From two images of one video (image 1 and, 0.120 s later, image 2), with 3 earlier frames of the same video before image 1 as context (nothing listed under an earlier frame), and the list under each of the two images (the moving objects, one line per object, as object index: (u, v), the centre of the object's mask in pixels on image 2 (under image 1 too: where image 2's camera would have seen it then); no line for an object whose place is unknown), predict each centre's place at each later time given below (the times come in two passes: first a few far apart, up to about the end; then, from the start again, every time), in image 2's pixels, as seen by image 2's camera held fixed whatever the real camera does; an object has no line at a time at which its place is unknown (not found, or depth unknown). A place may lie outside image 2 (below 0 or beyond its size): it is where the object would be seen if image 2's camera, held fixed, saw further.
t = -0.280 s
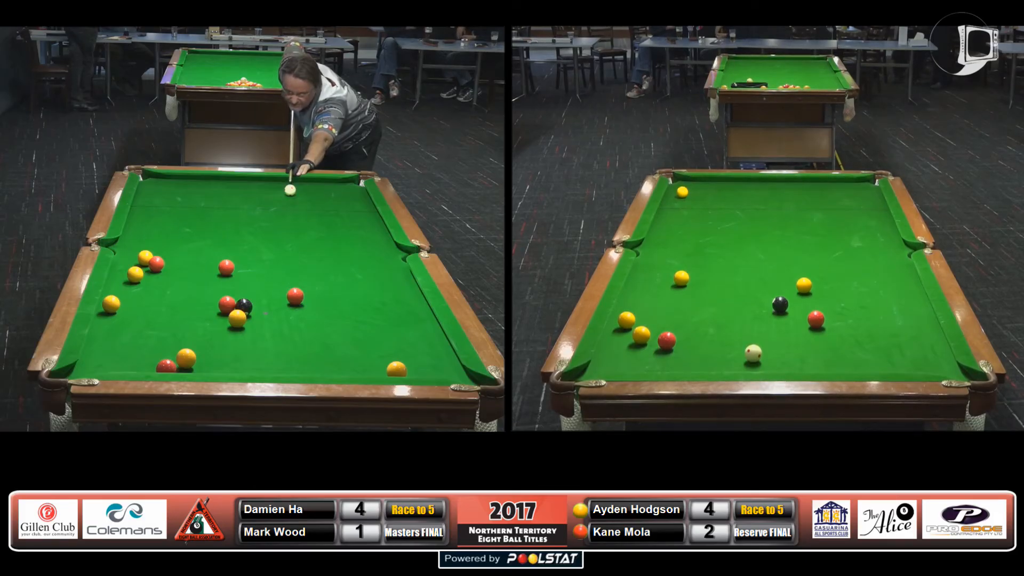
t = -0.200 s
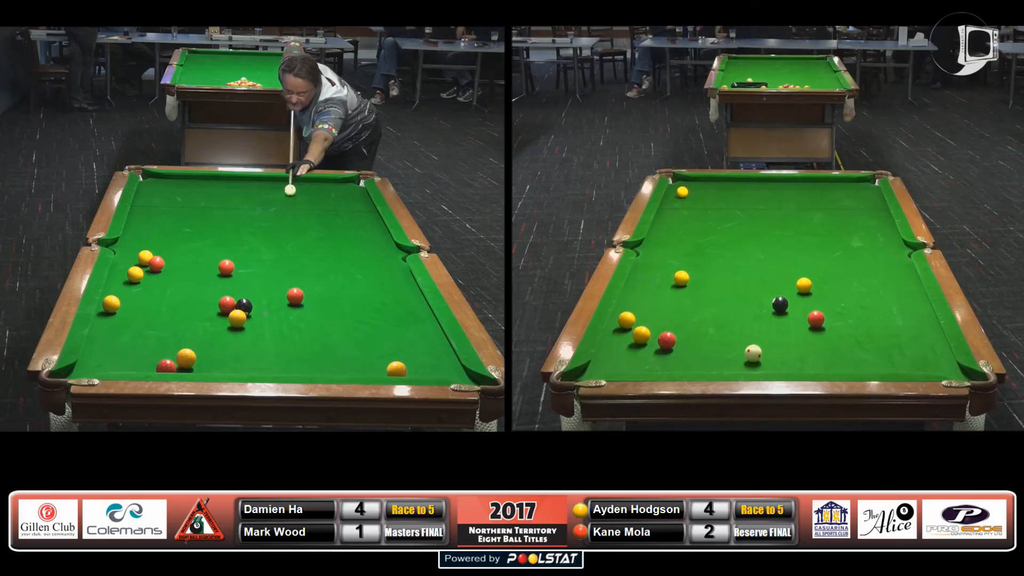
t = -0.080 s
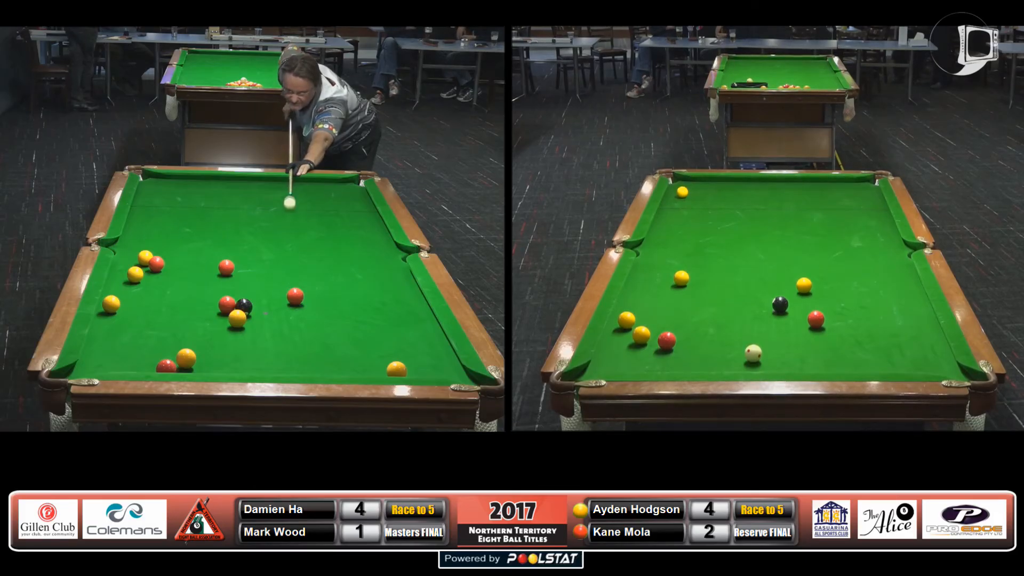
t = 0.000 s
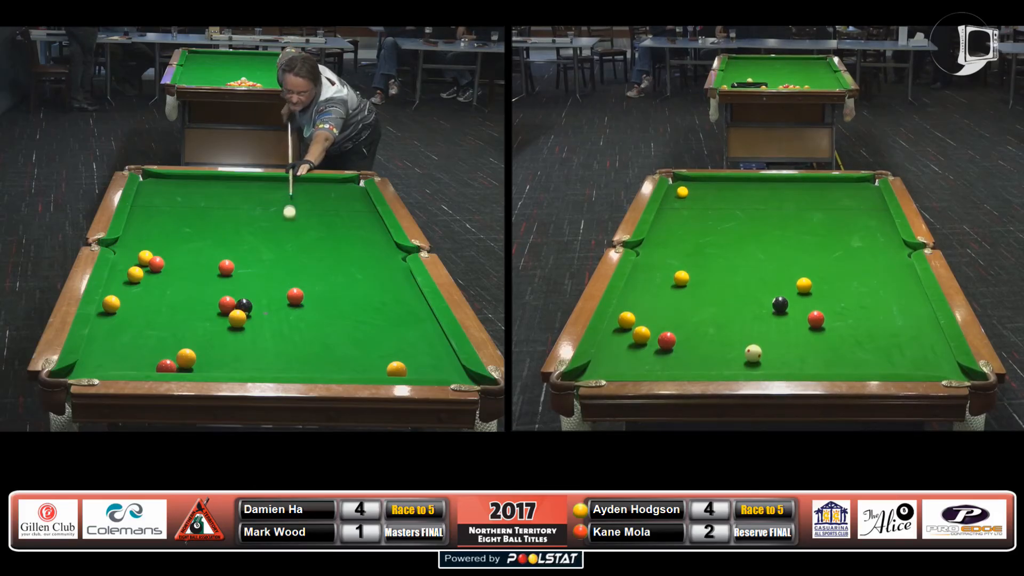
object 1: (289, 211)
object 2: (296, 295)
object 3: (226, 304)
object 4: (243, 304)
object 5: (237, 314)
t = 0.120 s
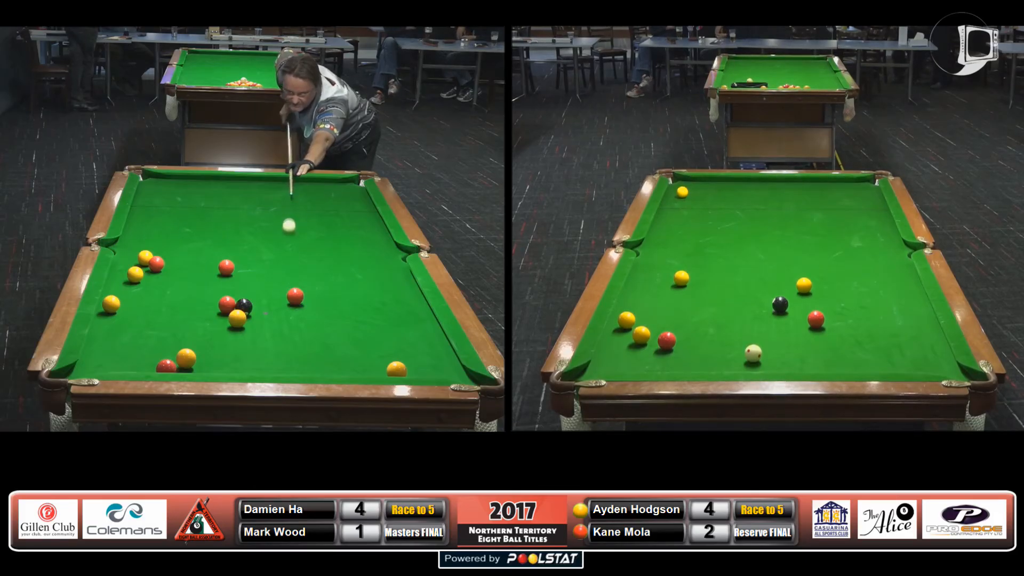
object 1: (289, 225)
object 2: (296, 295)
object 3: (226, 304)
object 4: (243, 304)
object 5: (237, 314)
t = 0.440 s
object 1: (287, 267)
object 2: (296, 295)
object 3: (226, 304)
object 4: (243, 304)
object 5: (237, 314)
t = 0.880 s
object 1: (241, 298)
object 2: (337, 324)
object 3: (226, 304)
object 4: (242, 308)
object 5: (236, 314)
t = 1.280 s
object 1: (214, 294)
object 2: (389, 360)
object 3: (217, 307)
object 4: (234, 313)
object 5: (232, 325)
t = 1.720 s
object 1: (193, 290)
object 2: (408, 356)
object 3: (213, 308)
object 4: (231, 315)
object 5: (227, 333)
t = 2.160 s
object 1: (176, 287)
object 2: (420, 350)
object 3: (213, 308)
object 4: (231, 315)
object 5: (224, 339)
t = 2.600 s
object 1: (166, 285)
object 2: (428, 345)
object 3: (213, 308)
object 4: (231, 315)
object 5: (222, 343)
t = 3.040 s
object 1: (162, 284)
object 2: (431, 344)
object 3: (213, 308)
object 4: (231, 315)
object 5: (222, 343)
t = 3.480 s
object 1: (163, 284)
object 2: (432, 344)
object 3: (213, 308)
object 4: (231, 315)
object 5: (222, 343)
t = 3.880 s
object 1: (163, 284)
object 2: (432, 344)
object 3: (213, 308)
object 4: (231, 315)
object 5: (222, 343)
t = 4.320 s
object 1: (163, 284)
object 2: (432, 344)
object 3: (213, 308)
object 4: (231, 315)
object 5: (222, 343)
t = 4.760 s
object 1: (163, 284)
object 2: (432, 344)
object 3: (213, 308)
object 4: (230, 316)
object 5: (222, 343)
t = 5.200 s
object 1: (162, 284)
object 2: (432, 344)
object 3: (213, 308)
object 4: (230, 316)
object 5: (222, 343)
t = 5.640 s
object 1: (163, 284)
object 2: (432, 344)
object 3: (213, 308)
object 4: (230, 316)
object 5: (222, 343)
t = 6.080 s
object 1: (163, 284)
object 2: (432, 344)
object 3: (213, 308)
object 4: (230, 316)
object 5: (222, 344)
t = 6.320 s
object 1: (163, 284)
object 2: (432, 344)
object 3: (213, 308)
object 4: (230, 316)
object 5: (222, 344)
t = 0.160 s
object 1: (289, 230)
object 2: (296, 295)
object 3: (226, 304)
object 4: (243, 304)
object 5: (237, 314)
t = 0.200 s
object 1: (289, 234)
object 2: (296, 295)
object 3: (226, 304)
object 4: (243, 304)
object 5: (237, 314)
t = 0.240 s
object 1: (288, 239)
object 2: (296, 295)
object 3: (226, 304)
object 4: (243, 304)
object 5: (237, 314)
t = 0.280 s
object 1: (288, 245)
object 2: (296, 295)
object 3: (226, 304)
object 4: (243, 304)
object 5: (237, 314)
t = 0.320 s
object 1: (288, 250)
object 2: (296, 295)
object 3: (226, 304)
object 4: (243, 304)
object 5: (237, 314)
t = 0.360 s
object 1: (288, 256)
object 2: (296, 295)
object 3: (226, 304)
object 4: (243, 304)
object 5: (237, 314)
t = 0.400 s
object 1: (288, 261)
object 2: (296, 295)
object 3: (226, 304)
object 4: (243, 304)
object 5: (237, 314)
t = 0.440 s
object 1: (287, 267)
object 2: (296, 295)
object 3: (226, 304)
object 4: (243, 304)
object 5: (237, 314)
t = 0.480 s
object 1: (287, 273)
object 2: (296, 295)
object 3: (226, 304)
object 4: (243, 304)
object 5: (237, 314)
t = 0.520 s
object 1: (287, 280)
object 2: (296, 295)
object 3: (226, 304)
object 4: (243, 304)
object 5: (237, 314)
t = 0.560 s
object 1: (286, 285)
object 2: (296, 295)
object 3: (226, 304)
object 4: (243, 304)
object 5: (237, 314)
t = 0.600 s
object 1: (283, 291)
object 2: (299, 297)
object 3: (226, 304)
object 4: (243, 304)
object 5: (237, 314)
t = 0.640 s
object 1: (275, 293)
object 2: (306, 302)
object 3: (226, 304)
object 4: (243, 304)
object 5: (237, 314)
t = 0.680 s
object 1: (268, 294)
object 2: (311, 306)
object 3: (226, 304)
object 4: (244, 305)
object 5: (237, 314)
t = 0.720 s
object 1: (261, 297)
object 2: (317, 309)
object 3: (226, 304)
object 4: (243, 304)
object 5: (237, 314)
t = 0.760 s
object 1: (256, 298)
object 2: (322, 313)
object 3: (226, 304)
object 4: (244, 305)
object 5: (236, 314)
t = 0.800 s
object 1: (250, 298)
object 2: (327, 317)
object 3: (226, 304)
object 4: (244, 305)
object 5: (236, 314)
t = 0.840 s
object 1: (246, 298)
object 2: (332, 320)
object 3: (226, 304)
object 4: (243, 306)
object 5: (236, 315)
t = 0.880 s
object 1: (241, 298)
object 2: (337, 324)
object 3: (226, 304)
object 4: (242, 308)
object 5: (236, 314)
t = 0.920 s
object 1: (238, 297)
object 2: (342, 327)
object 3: (225, 305)
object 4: (241, 308)
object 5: (236, 315)
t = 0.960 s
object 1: (235, 297)
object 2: (347, 331)
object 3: (224, 305)
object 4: (240, 309)
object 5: (236, 316)
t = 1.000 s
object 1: (233, 297)
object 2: (353, 335)
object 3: (223, 305)
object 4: (239, 310)
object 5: (235, 318)
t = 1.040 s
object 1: (230, 296)
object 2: (358, 339)
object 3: (222, 305)
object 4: (237, 310)
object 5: (235, 319)
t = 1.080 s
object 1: (227, 295)
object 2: (364, 343)
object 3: (221, 306)
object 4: (237, 311)
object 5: (234, 320)
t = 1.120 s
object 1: (225, 294)
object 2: (369, 347)
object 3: (221, 306)
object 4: (236, 311)
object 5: (234, 321)
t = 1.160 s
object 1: (222, 294)
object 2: (374, 351)
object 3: (220, 306)
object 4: (236, 312)
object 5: (233, 322)
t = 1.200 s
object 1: (219, 294)
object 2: (380, 355)
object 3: (219, 306)
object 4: (235, 312)
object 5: (233, 323)
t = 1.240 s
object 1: (217, 294)
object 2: (385, 358)
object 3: (218, 307)
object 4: (235, 313)
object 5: (233, 324)
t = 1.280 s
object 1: (214, 294)
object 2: (389, 360)
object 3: (217, 307)
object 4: (234, 313)
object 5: (232, 325)
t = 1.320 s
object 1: (212, 293)
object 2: (391, 362)
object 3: (217, 307)
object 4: (234, 314)
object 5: (232, 326)
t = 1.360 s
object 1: (210, 293)
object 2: (393, 361)
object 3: (216, 307)
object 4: (234, 314)
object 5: (231, 327)
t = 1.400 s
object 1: (208, 293)
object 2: (396, 361)
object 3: (216, 307)
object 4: (233, 315)
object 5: (231, 327)
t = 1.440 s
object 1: (206, 292)
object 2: (397, 360)
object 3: (215, 307)
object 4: (233, 315)
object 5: (230, 328)
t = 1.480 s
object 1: (204, 292)
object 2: (399, 359)
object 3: (215, 308)
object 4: (233, 315)
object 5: (229, 329)
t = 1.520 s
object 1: (202, 292)
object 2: (401, 359)
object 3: (214, 308)
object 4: (232, 316)
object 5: (229, 330)
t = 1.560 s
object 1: (200, 291)
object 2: (402, 358)
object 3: (214, 308)
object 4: (232, 316)
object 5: (229, 330)
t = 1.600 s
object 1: (198, 291)
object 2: (404, 357)
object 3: (214, 308)
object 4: (232, 316)
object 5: (228, 331)
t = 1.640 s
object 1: (196, 291)
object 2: (405, 357)
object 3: (214, 308)
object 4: (231, 316)
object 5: (228, 332)
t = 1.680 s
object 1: (194, 290)
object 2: (407, 357)
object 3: (213, 308)
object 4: (231, 316)
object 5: (227, 332)
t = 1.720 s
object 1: (193, 290)
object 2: (408, 356)
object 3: (213, 308)
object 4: (231, 315)
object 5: (227, 333)
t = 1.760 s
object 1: (191, 290)
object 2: (410, 355)
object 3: (213, 308)
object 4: (231, 315)
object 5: (226, 334)
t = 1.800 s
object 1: (189, 289)
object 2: (411, 355)
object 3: (213, 308)
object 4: (230, 315)
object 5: (226, 335)
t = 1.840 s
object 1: (187, 289)
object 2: (412, 354)
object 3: (213, 308)
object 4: (230, 315)
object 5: (226, 336)
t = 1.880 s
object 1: (186, 289)
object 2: (413, 354)
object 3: (213, 308)
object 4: (230, 316)
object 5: (225, 336)
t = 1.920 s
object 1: (184, 288)
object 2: (414, 353)
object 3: (213, 308)
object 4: (230, 315)
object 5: (225, 336)
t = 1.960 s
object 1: (183, 288)
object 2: (416, 353)
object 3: (213, 308)
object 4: (230, 316)
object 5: (225, 337)
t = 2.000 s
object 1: (182, 288)
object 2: (417, 352)
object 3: (213, 308)
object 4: (231, 316)
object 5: (224, 337)
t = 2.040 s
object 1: (180, 288)
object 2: (418, 352)
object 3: (213, 308)
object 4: (230, 316)
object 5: (224, 338)
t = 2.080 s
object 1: (179, 287)
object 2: (419, 351)
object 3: (213, 308)
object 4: (231, 315)
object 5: (224, 338)
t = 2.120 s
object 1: (178, 287)
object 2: (420, 350)
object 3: (213, 308)
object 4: (231, 315)
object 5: (224, 339)
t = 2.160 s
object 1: (176, 287)
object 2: (420, 350)
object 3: (213, 308)
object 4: (231, 315)
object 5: (224, 339)
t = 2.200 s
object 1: (175, 287)
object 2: (421, 349)
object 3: (213, 308)
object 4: (231, 315)
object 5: (223, 339)
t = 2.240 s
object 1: (174, 286)
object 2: (422, 349)
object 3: (213, 308)
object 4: (231, 315)
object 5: (223, 340)
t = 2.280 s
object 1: (173, 286)
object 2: (423, 348)
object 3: (213, 308)
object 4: (231, 315)
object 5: (223, 340)
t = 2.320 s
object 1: (172, 286)
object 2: (424, 348)
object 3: (213, 308)
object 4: (231, 315)
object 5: (223, 341)
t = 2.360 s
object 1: (171, 286)
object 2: (424, 348)
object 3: (213, 308)
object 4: (231, 315)
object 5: (222, 341)
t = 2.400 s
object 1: (170, 286)
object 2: (425, 347)
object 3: (213, 308)
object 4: (231, 315)
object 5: (222, 342)
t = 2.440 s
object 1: (169, 285)
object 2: (426, 347)
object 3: (213, 308)
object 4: (231, 315)
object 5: (222, 342)
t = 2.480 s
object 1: (168, 285)
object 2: (426, 346)
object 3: (213, 308)
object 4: (231, 315)
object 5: (222, 342)
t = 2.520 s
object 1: (168, 285)
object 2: (427, 346)
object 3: (213, 308)
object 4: (231, 315)
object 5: (222, 342)
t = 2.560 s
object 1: (167, 285)
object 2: (428, 346)
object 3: (213, 308)
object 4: (231, 315)
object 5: (222, 343)
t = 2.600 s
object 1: (166, 285)
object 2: (428, 345)
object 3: (213, 308)
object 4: (231, 315)
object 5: (222, 343)
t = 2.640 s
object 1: (166, 285)
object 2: (429, 345)
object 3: (213, 308)
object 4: (231, 315)
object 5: (222, 343)
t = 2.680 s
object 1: (165, 285)
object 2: (429, 345)
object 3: (213, 308)
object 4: (231, 315)
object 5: (222, 343)
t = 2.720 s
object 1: (165, 284)
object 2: (429, 345)
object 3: (213, 308)
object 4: (231, 315)
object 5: (222, 343)
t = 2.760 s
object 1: (164, 284)
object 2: (430, 344)
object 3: (213, 308)
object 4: (231, 315)
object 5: (222, 343)
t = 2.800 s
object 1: (164, 284)
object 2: (430, 344)
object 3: (213, 308)
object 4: (231, 315)
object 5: (222, 343)
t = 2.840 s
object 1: (164, 284)
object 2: (431, 344)
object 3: (213, 308)
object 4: (231, 315)
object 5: (222, 343)
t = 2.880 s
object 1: (163, 284)
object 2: (431, 344)
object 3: (213, 308)
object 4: (231, 315)
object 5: (222, 343)
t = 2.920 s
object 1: (163, 284)
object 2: (431, 344)
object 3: (213, 308)
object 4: (231, 315)
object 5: (222, 343)
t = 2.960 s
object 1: (163, 284)
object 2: (431, 344)
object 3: (213, 308)
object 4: (231, 315)
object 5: (222, 343)
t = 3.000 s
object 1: (162, 284)
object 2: (431, 344)
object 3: (213, 308)
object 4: (231, 315)
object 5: (222, 343)
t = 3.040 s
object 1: (162, 284)
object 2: (431, 344)
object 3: (213, 308)
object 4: (231, 315)
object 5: (222, 343)
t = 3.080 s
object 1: (162, 285)
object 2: (431, 344)
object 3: (213, 308)
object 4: (231, 315)
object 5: (222, 343)
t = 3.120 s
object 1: (162, 284)
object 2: (431, 344)
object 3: (213, 308)
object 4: (231, 315)
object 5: (222, 343)
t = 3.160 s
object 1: (162, 284)
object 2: (432, 344)
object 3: (213, 308)
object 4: (231, 315)
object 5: (222, 343)
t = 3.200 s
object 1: (162, 285)
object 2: (432, 344)
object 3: (213, 308)
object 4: (231, 315)
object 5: (222, 343)
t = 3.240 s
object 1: (162, 285)
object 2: (432, 344)
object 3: (213, 308)
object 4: (231, 315)
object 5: (222, 343)
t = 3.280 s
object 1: (162, 284)
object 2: (432, 344)
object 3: (213, 308)
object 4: (231, 315)
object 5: (222, 343)
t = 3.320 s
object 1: (162, 284)
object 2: (432, 344)
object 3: (213, 308)
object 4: (231, 316)
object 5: (222, 343)
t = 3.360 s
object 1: (162, 284)
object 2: (432, 344)
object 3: (213, 308)
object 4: (231, 316)
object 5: (222, 343)
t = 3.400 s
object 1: (162, 284)
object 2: (432, 344)
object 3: (213, 308)
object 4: (231, 315)
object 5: (222, 343)
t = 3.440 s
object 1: (163, 284)
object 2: (432, 344)
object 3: (213, 308)
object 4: (231, 315)
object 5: (222, 343)
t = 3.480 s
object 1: (163, 284)
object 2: (432, 344)
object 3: (213, 308)
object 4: (231, 315)
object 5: (222, 343)
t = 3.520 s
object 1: (163, 284)
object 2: (432, 344)
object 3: (213, 308)
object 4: (231, 315)
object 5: (222, 343)
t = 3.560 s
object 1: (163, 284)
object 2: (432, 344)
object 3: (213, 308)
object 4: (231, 315)
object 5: (222, 343)
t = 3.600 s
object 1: (163, 284)
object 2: (432, 344)
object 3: (213, 308)
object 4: (231, 315)
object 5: (222, 343)
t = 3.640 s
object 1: (163, 284)
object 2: (432, 344)
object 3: (213, 308)
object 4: (231, 315)
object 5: (222, 343)
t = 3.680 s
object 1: (163, 284)
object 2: (432, 344)
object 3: (213, 308)
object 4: (231, 315)
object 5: (222, 343)
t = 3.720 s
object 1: (163, 284)
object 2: (432, 344)
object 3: (213, 308)
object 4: (231, 315)
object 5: (222, 343)
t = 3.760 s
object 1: (163, 284)
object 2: (432, 344)
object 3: (213, 308)
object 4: (231, 315)
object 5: (222, 343)
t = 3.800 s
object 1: (163, 284)
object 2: (432, 344)
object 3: (213, 308)
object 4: (231, 315)
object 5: (222, 343)
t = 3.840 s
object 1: (163, 284)
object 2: (432, 344)
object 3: (213, 308)
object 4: (231, 315)
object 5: (222, 343)
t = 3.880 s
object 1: (163, 284)
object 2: (432, 344)
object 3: (213, 308)
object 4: (231, 315)
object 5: (222, 343)
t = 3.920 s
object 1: (163, 284)
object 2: (432, 344)
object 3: (213, 308)
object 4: (231, 315)
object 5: (222, 343)
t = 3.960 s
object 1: (163, 284)
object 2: (432, 344)
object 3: (213, 308)
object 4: (231, 315)
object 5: (222, 343)
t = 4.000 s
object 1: (163, 284)
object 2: (432, 344)
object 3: (213, 308)
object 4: (231, 315)
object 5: (222, 343)
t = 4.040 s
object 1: (163, 284)
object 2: (432, 344)
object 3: (213, 308)
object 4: (231, 315)
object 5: (222, 343)
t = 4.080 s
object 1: (163, 284)
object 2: (432, 344)
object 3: (213, 308)
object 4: (231, 315)
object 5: (222, 343)
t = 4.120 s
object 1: (163, 284)
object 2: (432, 344)
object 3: (213, 308)
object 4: (231, 315)
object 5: (222, 343)
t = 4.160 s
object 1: (163, 284)
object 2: (432, 344)
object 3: (213, 308)
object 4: (231, 315)
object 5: (222, 343)
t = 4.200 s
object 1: (163, 284)
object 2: (432, 344)
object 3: (213, 308)
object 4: (231, 315)
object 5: (222, 343)
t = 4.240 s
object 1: (163, 284)
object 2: (432, 344)
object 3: (213, 308)
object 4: (231, 315)
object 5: (222, 343)
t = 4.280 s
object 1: (162, 284)
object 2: (432, 344)
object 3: (213, 308)
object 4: (231, 315)
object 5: (222, 343)
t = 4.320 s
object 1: (163, 284)
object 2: (432, 344)
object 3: (213, 308)
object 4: (231, 315)
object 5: (222, 343)
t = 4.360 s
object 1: (163, 284)
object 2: (432, 344)
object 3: (213, 308)
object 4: (231, 315)
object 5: (222, 343)
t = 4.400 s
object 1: (163, 284)
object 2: (432, 344)
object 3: (213, 308)
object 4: (231, 315)
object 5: (222, 343)
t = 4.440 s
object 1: (163, 284)
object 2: (432, 344)
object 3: (213, 308)
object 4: (231, 315)
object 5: (222, 343)
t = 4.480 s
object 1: (163, 284)
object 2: (432, 344)
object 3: (213, 308)
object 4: (231, 315)
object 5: (222, 343)
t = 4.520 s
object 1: (163, 284)
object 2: (432, 344)
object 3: (213, 308)
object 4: (231, 316)
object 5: (222, 343)
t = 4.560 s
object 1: (163, 284)
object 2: (432, 344)
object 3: (213, 308)
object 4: (231, 316)
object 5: (222, 343)
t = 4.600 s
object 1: (163, 284)
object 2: (432, 344)
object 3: (213, 308)
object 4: (231, 316)
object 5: (222, 343)
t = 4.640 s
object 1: (163, 284)
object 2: (432, 344)
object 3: (213, 308)
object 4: (231, 316)
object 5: (222, 343)
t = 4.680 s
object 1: (163, 284)
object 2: (432, 344)
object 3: (213, 308)
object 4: (230, 316)
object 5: (222, 343)
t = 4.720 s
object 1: (163, 284)
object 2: (432, 344)
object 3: (213, 308)
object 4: (231, 316)
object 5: (222, 343)
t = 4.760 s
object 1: (163, 284)
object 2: (432, 344)
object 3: (213, 308)
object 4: (230, 316)
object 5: (222, 343)
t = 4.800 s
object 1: (162, 284)
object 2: (432, 344)
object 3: (213, 308)
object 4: (230, 316)
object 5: (222, 343)
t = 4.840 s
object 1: (163, 284)
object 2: (432, 344)
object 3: (213, 308)
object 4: (230, 316)
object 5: (222, 343)
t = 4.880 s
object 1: (162, 284)
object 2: (432, 344)
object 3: (213, 308)
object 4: (230, 316)
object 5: (222, 343)
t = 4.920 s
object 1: (163, 284)
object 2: (432, 344)
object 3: (213, 308)
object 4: (230, 316)
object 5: (222, 343)
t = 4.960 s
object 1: (163, 284)
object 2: (432, 344)
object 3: (213, 308)
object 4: (230, 316)
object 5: (222, 343)
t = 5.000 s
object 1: (163, 284)
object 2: (432, 344)
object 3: (213, 308)
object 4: (230, 316)
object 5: (222, 343)
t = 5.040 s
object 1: (162, 285)
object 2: (432, 344)
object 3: (213, 308)
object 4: (230, 316)
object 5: (222, 343)
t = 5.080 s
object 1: (163, 284)
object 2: (432, 344)
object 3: (213, 308)
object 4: (230, 316)
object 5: (222, 343)
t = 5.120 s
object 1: (162, 285)
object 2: (432, 344)
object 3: (213, 308)
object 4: (230, 316)
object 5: (222, 343)
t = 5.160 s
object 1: (163, 284)
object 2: (432, 344)
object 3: (213, 308)
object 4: (230, 316)
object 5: (222, 343)
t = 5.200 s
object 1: (162, 284)
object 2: (432, 344)
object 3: (213, 308)
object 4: (230, 316)
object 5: (222, 343)
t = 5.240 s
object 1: (163, 284)
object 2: (432, 344)
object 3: (213, 308)
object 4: (230, 316)
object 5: (222, 343)
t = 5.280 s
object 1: (162, 285)
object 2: (432, 344)
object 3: (213, 308)
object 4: (230, 316)
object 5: (222, 343)
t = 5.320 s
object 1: (163, 284)
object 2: (432, 344)
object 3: (213, 308)
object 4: (230, 316)
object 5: (222, 343)
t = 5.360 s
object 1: (163, 284)
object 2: (432, 344)
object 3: (213, 308)
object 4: (230, 316)
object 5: (222, 344)
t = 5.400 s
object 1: (163, 284)
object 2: (432, 344)
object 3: (213, 308)
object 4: (230, 316)
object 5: (222, 343)
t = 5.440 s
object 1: (163, 284)
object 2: (432, 344)
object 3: (213, 308)
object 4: (230, 316)
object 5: (222, 343)
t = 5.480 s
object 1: (163, 284)
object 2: (432, 344)
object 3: (213, 308)
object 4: (230, 316)
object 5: (222, 343)
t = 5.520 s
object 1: (163, 284)
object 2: (432, 344)
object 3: (213, 308)
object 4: (230, 316)
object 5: (222, 343)
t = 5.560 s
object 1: (163, 284)
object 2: (432, 344)
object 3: (213, 308)
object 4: (230, 316)
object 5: (222, 343)
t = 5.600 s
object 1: (163, 284)
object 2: (432, 344)
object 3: (213, 308)
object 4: (230, 316)
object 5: (222, 343)
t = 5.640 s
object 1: (163, 284)
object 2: (432, 344)
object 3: (213, 308)
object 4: (230, 316)
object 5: (222, 343)
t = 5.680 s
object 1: (163, 284)
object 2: (432, 344)
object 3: (213, 308)
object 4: (230, 316)
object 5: (222, 343)
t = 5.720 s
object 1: (163, 284)
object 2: (432, 344)
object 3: (213, 308)
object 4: (230, 316)
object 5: (222, 343)
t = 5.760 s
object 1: (163, 284)
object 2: (432, 344)
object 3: (213, 308)
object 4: (230, 316)
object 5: (222, 343)
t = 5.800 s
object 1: (163, 284)
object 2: (432, 344)
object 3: (213, 308)
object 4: (230, 316)
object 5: (222, 343)
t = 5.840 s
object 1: (163, 284)
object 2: (432, 344)
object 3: (213, 308)
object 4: (230, 316)
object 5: (222, 343)
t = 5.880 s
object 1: (163, 284)
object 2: (432, 344)
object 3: (213, 308)
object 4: (230, 316)
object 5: (222, 343)
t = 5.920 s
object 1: (163, 284)
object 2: (432, 344)
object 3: (213, 308)
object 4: (230, 316)
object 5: (222, 343)
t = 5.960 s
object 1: (163, 284)
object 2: (432, 344)
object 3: (213, 308)
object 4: (230, 316)
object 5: (222, 343)
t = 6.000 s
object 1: (163, 284)
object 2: (432, 344)
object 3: (213, 308)
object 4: (230, 316)
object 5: (222, 344)
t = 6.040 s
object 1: (163, 284)
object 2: (432, 344)
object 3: (213, 308)
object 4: (230, 316)
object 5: (222, 343)
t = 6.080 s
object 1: (163, 284)
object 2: (432, 344)
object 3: (213, 308)
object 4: (230, 316)
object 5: (222, 344)
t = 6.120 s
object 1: (162, 284)
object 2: (432, 344)
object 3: (213, 308)
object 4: (230, 316)
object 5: (222, 344)
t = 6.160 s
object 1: (163, 284)
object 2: (432, 344)
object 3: (213, 308)
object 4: (230, 316)
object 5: (222, 343)
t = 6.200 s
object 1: (163, 284)
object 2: (432, 344)
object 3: (213, 308)
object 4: (230, 316)
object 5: (222, 343)
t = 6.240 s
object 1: (163, 284)
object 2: (432, 344)
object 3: (213, 308)
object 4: (230, 316)
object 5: (222, 343)
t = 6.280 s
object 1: (163, 284)
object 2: (432, 344)
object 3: (213, 308)
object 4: (230, 316)
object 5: (222, 343)
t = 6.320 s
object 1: (163, 284)
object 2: (432, 344)
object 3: (213, 308)
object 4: (230, 316)
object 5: (222, 344)
